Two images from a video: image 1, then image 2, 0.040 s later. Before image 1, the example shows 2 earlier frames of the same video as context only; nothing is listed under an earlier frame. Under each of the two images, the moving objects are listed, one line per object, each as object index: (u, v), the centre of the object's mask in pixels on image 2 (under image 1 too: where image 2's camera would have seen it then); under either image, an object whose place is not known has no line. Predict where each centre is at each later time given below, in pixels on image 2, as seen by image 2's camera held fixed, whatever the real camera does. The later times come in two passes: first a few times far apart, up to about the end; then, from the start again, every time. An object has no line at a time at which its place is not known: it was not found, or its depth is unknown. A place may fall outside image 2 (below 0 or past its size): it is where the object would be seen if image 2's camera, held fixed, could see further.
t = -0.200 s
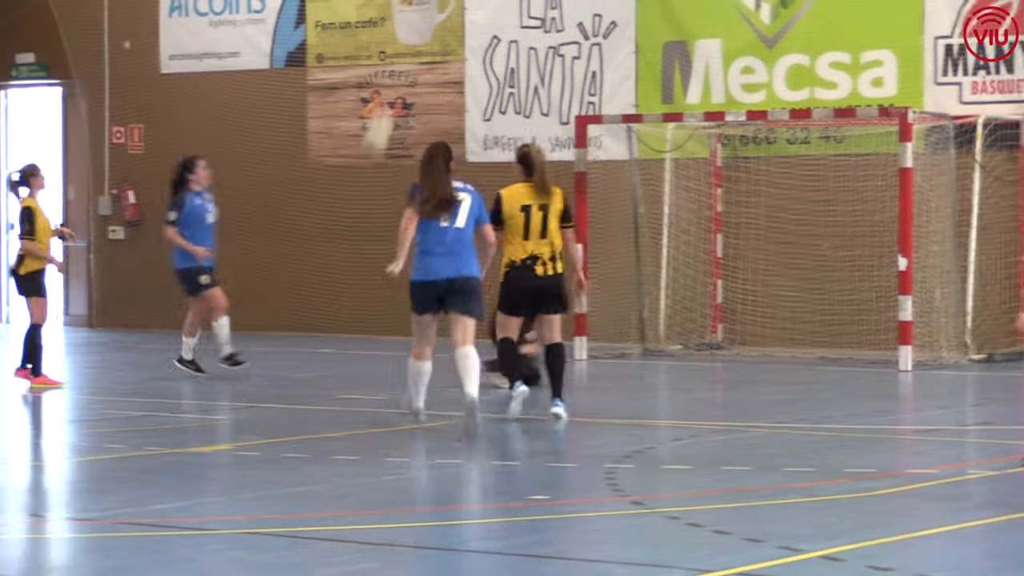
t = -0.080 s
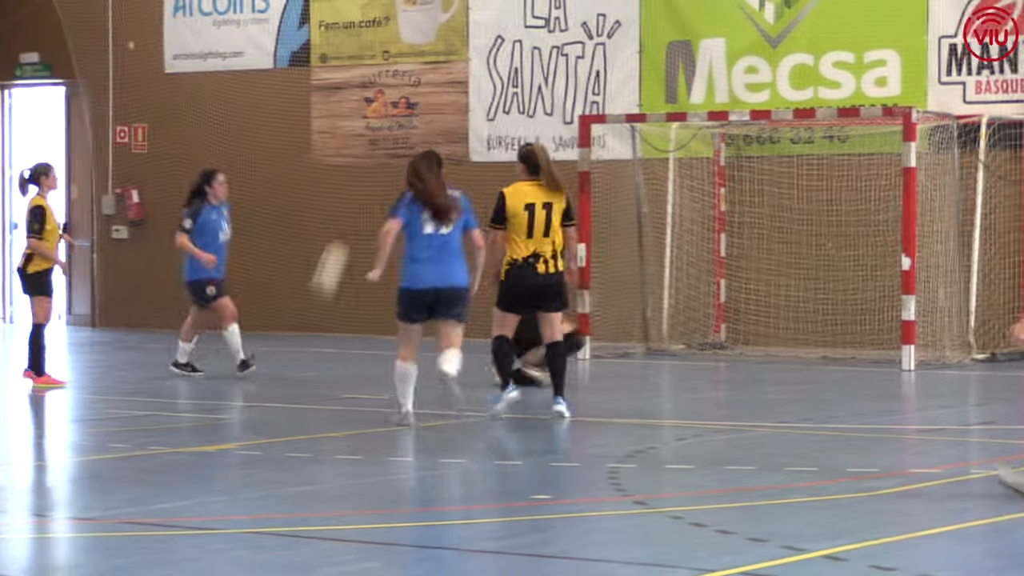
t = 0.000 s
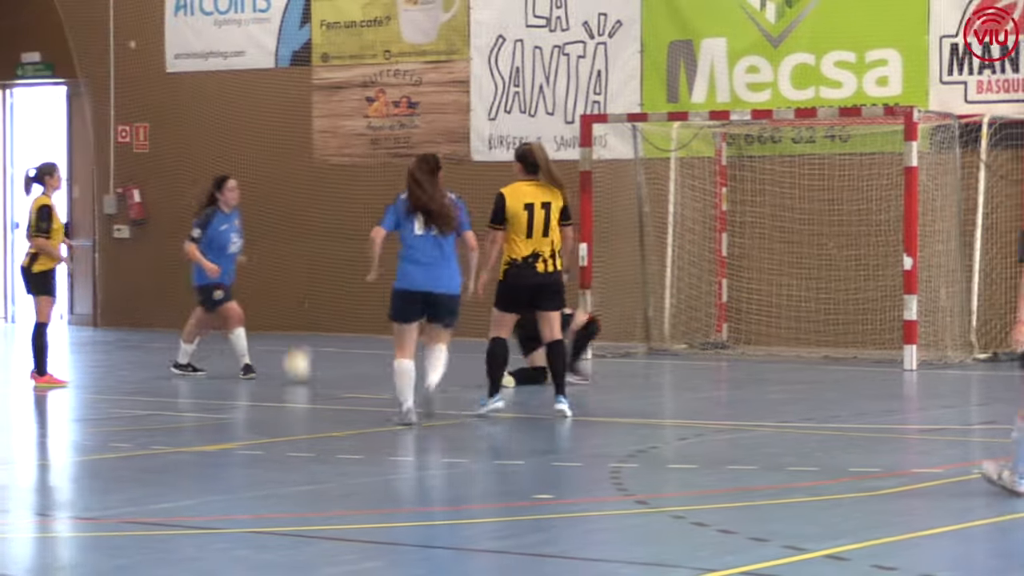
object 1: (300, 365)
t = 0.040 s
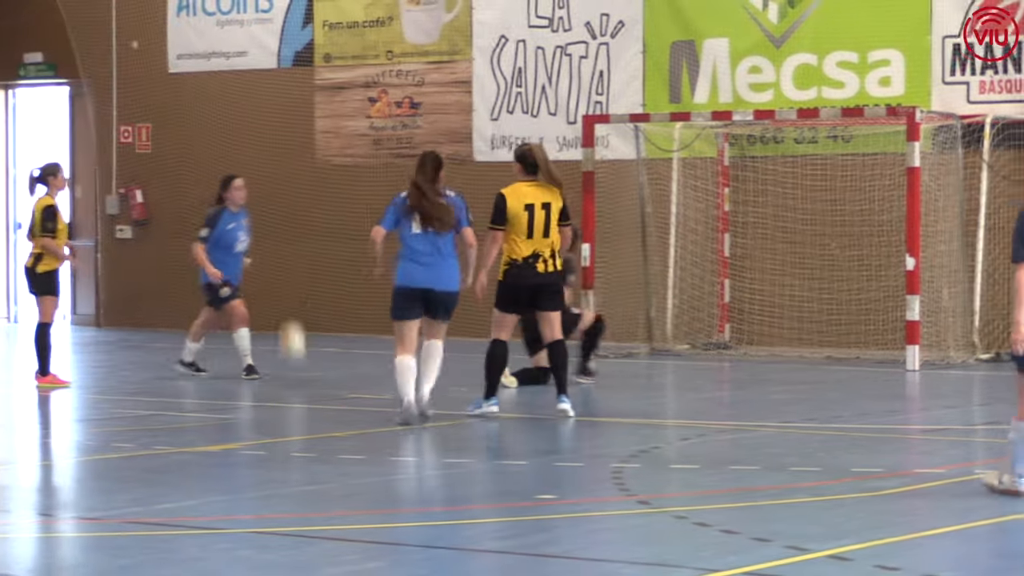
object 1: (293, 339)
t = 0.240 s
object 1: (262, 217)
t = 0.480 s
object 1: (226, 135)
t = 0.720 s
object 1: (189, 129)
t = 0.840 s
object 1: (170, 156)
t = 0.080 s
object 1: (287, 312)
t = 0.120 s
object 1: (280, 285)
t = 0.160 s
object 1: (274, 261)
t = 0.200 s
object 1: (269, 237)
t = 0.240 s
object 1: (262, 217)
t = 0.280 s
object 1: (255, 197)
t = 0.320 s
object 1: (249, 180)
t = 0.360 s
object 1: (244, 167)
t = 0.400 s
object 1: (238, 154)
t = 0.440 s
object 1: (232, 142)
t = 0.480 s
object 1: (226, 135)
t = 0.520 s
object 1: (219, 128)
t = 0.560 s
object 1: (213, 125)
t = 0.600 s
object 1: (207, 123)
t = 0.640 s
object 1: (201, 123)
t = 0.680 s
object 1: (195, 125)
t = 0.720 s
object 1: (189, 129)
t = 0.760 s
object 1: (182, 135)
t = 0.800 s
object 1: (177, 145)
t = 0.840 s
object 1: (170, 156)
